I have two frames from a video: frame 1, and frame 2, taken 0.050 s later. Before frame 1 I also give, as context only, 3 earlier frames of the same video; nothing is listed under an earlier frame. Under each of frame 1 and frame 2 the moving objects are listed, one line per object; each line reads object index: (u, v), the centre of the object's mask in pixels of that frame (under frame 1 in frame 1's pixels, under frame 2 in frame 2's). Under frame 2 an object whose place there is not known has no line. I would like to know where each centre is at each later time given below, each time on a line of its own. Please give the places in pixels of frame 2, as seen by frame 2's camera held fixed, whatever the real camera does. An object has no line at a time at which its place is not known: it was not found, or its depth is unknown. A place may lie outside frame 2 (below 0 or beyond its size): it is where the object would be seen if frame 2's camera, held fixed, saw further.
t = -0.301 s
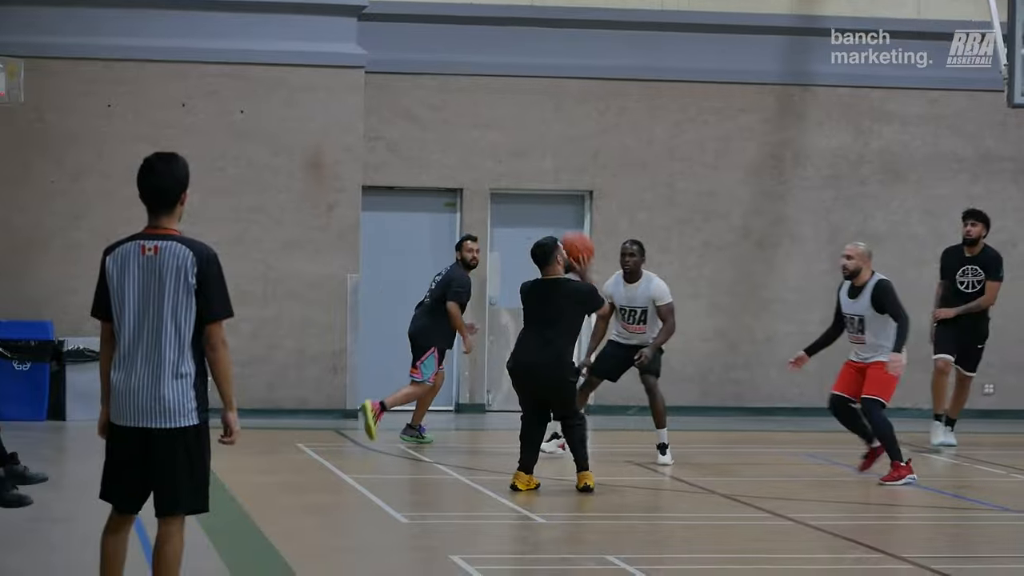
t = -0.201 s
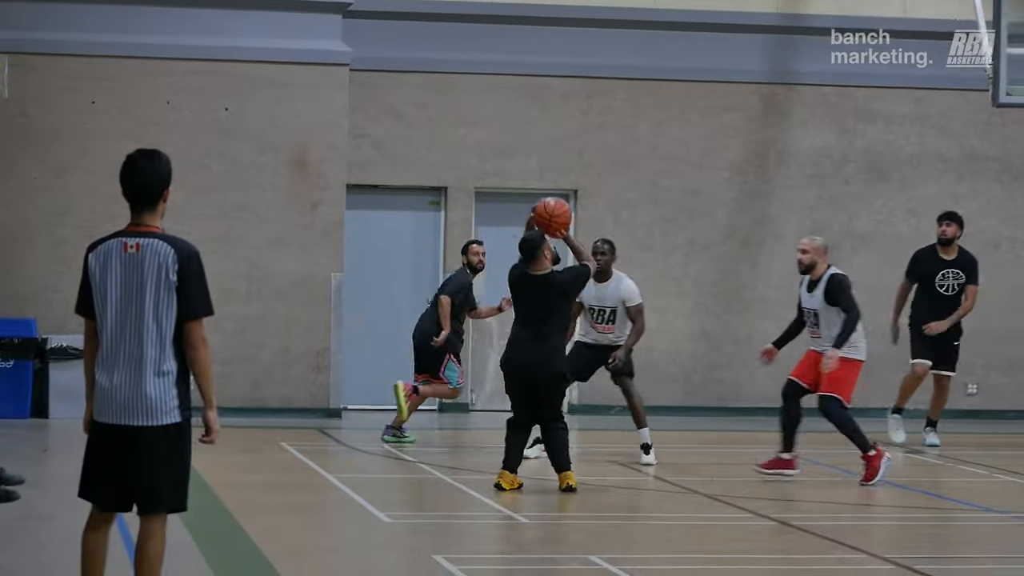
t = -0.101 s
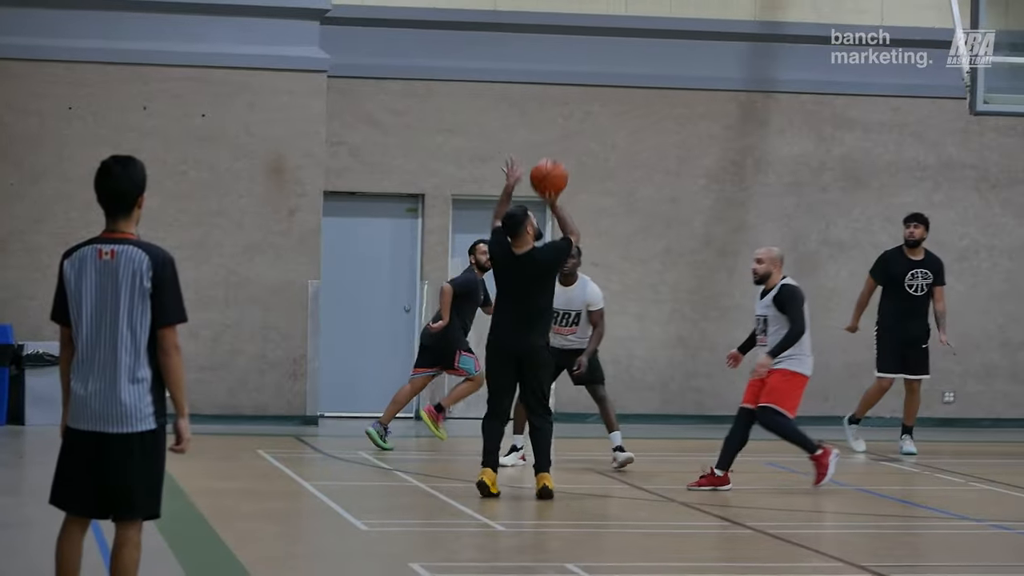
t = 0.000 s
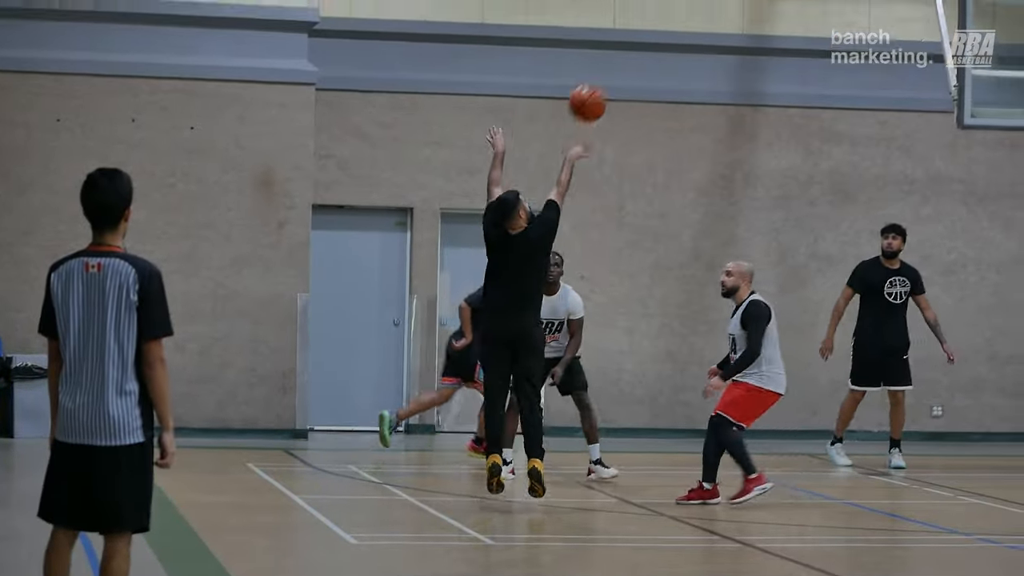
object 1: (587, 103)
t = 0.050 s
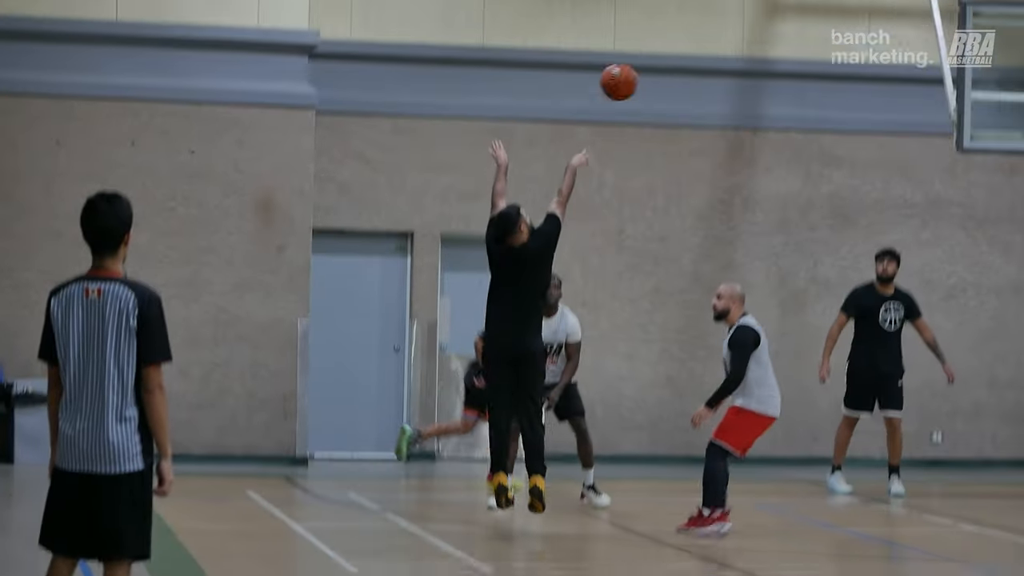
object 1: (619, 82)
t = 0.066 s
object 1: (628, 69)
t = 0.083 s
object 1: (640, 56)
